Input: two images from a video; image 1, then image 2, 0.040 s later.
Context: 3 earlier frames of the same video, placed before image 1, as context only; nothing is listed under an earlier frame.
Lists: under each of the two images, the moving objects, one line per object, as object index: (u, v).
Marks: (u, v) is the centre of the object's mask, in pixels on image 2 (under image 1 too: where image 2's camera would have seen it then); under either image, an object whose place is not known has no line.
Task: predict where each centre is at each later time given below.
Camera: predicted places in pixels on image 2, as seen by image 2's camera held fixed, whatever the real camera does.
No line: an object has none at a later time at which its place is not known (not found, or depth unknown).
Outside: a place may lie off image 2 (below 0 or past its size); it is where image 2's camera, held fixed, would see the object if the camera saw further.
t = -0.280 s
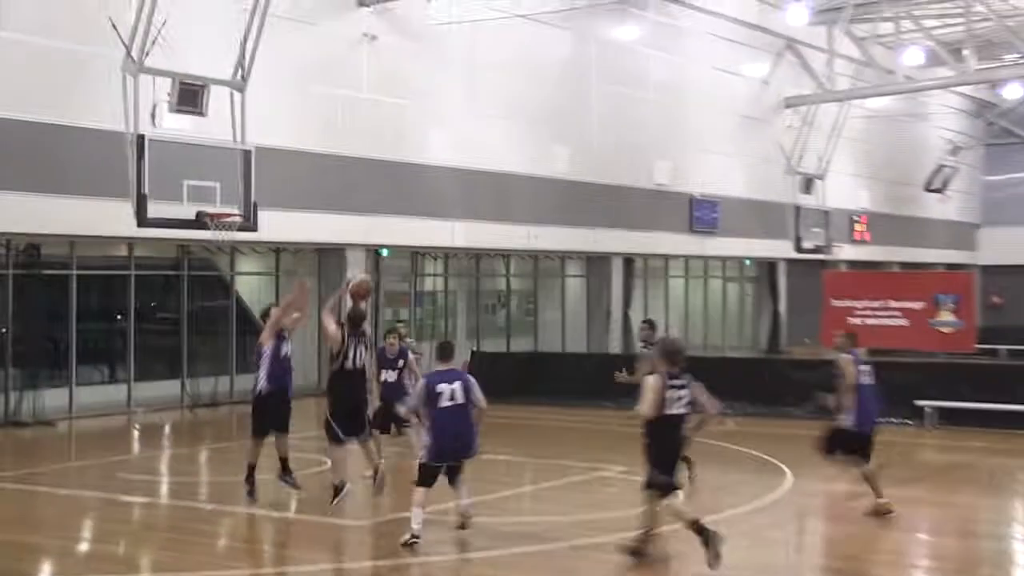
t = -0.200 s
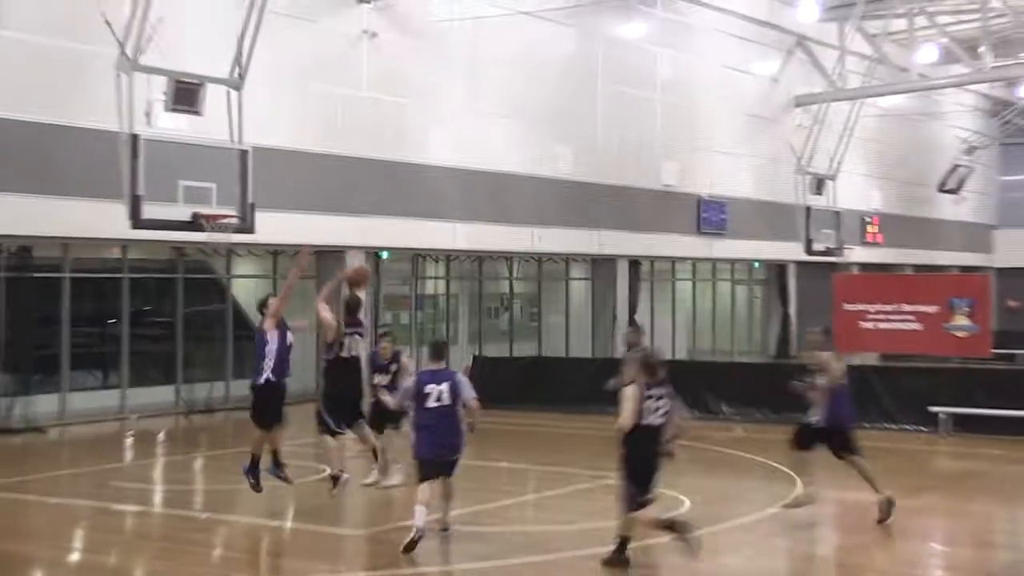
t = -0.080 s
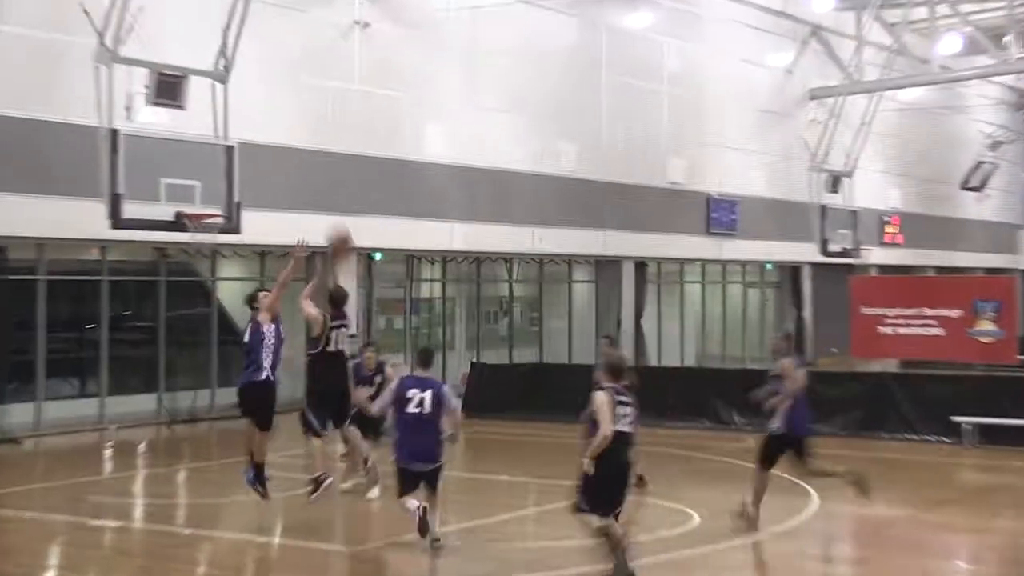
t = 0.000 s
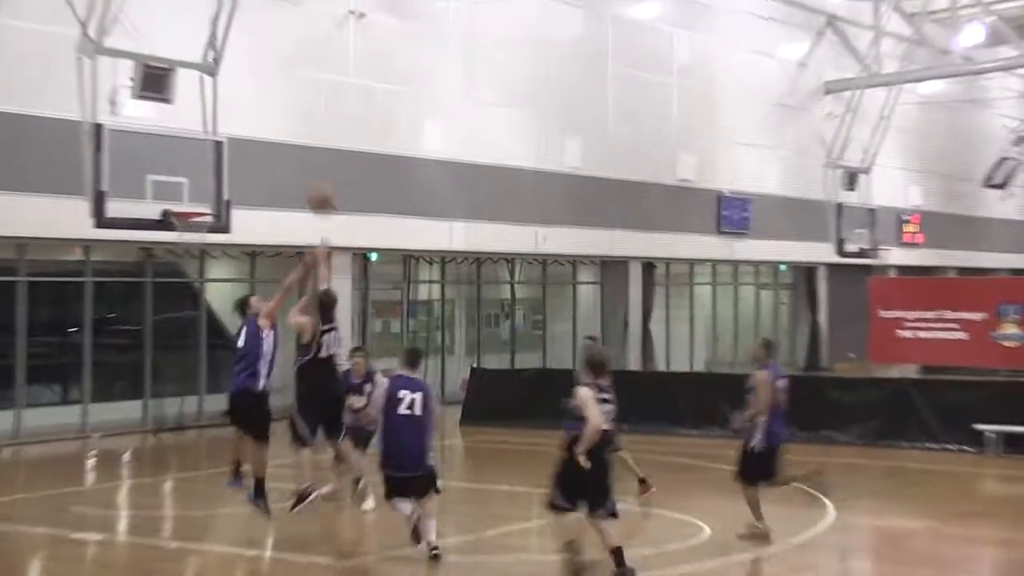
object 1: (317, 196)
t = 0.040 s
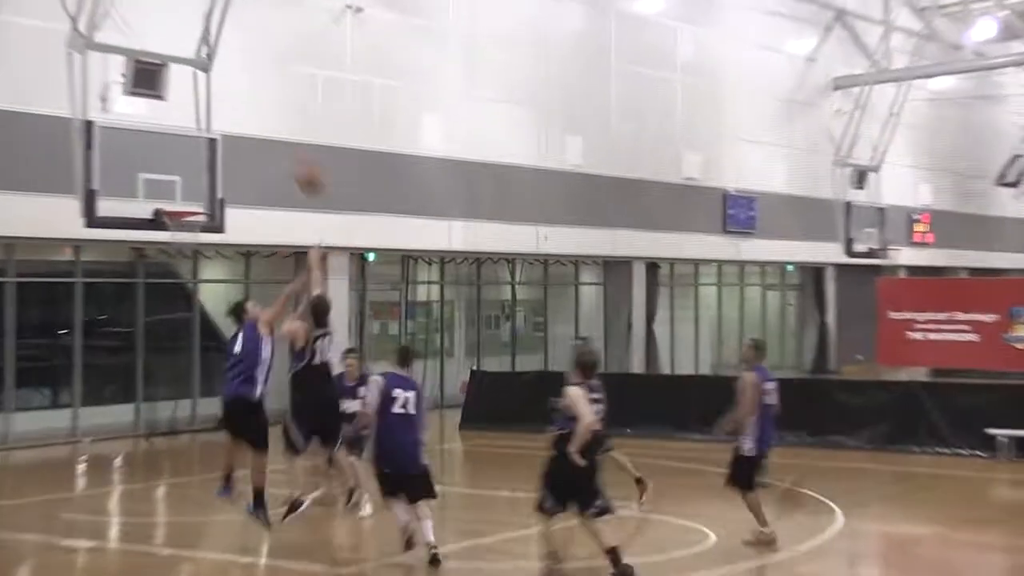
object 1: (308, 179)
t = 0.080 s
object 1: (301, 159)
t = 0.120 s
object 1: (294, 143)
